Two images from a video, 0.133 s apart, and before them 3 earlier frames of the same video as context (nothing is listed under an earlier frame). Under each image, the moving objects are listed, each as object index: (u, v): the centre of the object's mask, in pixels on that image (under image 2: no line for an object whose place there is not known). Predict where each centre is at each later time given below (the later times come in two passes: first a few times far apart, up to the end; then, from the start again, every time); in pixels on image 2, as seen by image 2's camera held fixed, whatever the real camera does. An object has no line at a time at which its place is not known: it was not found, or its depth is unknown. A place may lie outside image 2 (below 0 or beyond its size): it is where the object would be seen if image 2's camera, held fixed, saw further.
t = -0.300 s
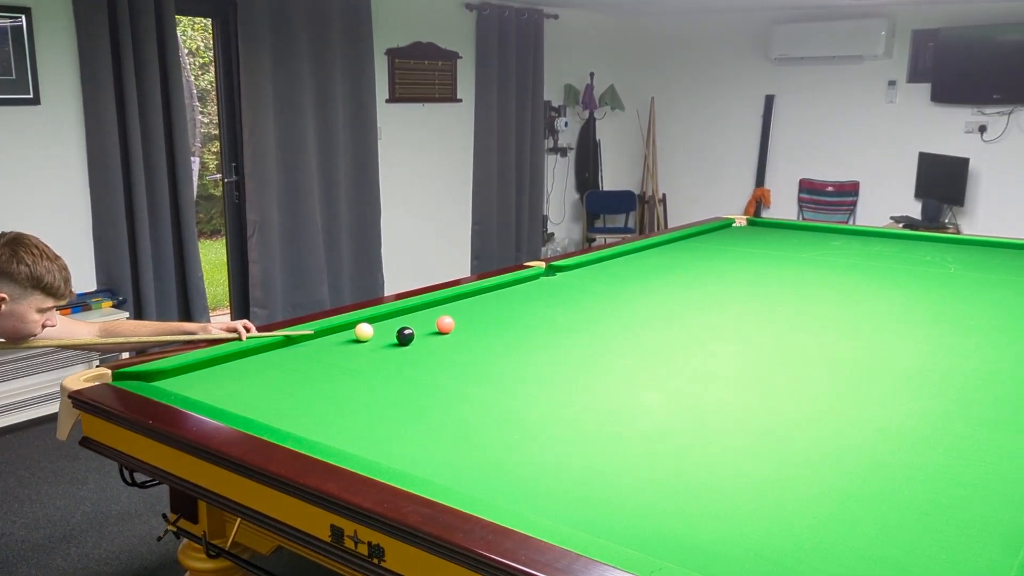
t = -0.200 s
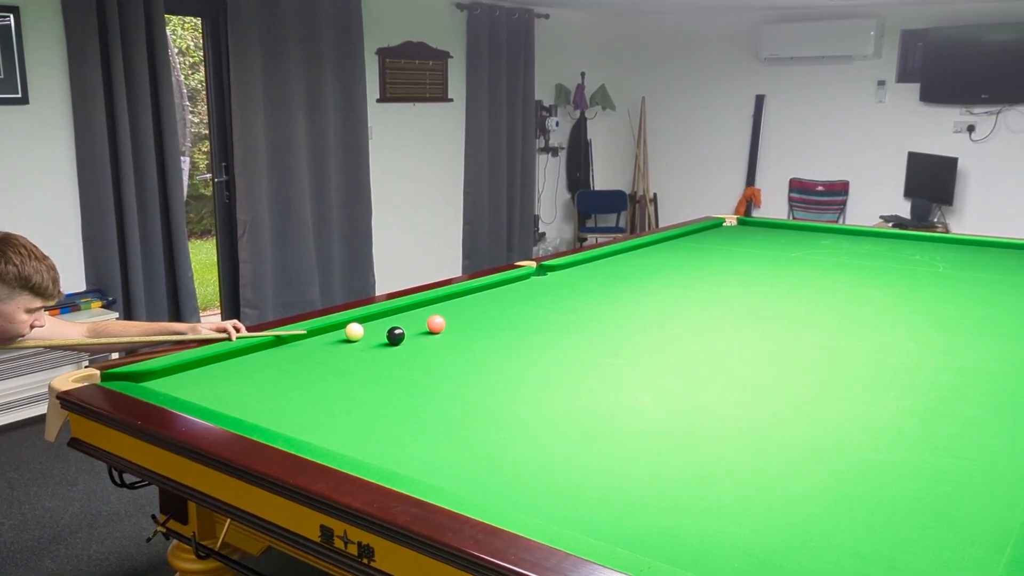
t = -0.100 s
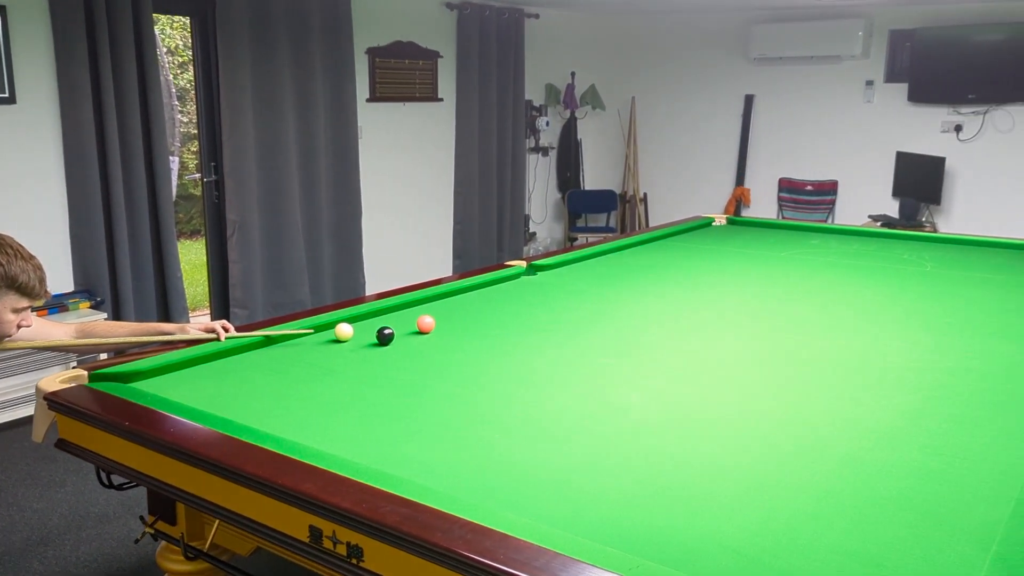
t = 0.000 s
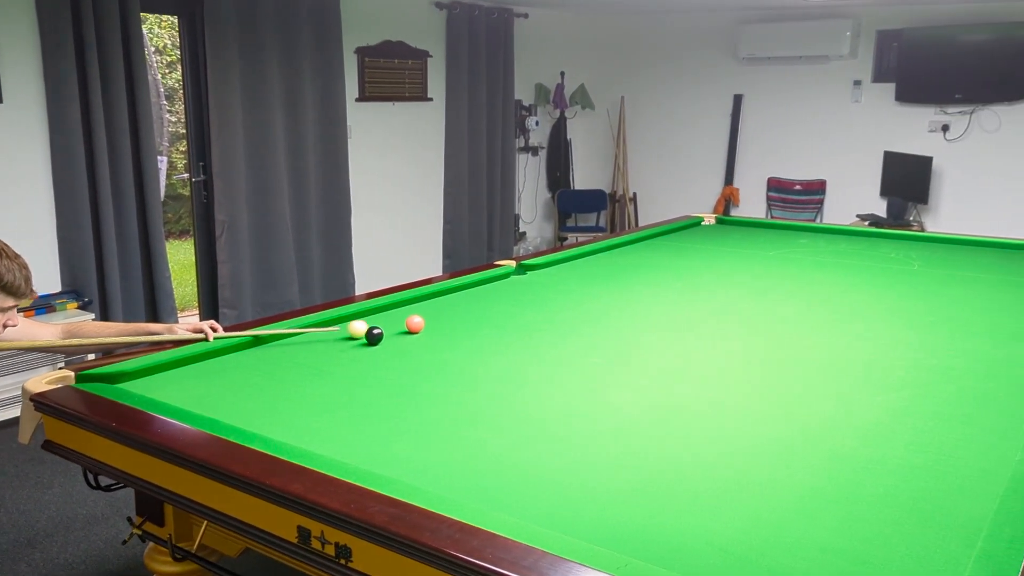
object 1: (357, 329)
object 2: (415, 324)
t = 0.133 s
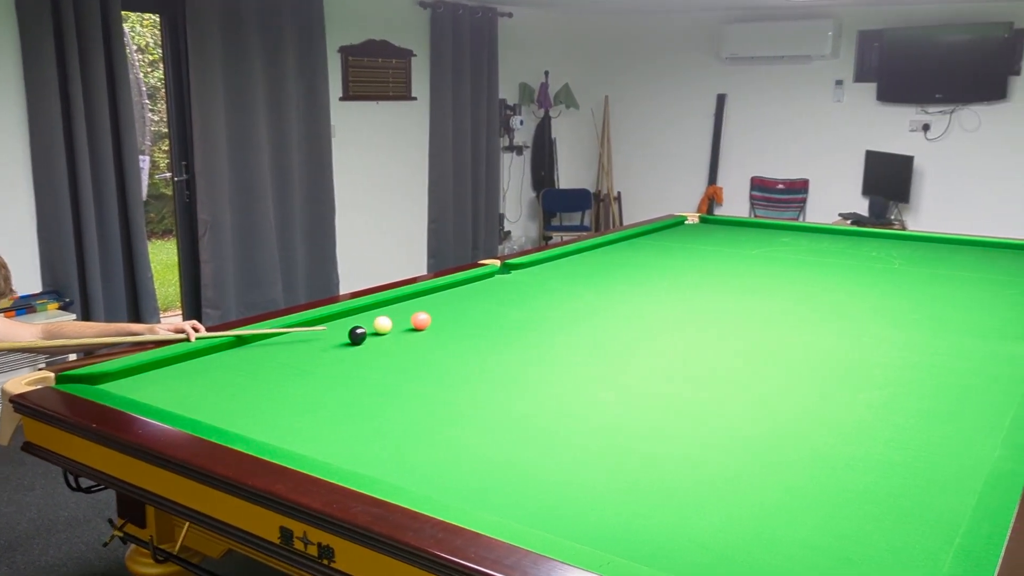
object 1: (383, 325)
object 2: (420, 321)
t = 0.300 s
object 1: (396, 324)
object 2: (480, 314)
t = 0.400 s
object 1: (408, 322)
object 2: (508, 312)
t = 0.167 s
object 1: (384, 325)
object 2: (434, 319)
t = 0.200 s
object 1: (386, 325)
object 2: (446, 318)
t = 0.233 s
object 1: (389, 324)
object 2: (458, 317)
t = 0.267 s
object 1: (392, 324)
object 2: (470, 316)
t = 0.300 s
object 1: (396, 324)
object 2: (480, 314)
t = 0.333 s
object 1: (400, 323)
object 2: (490, 313)
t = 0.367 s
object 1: (404, 323)
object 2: (499, 313)
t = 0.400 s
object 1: (408, 322)
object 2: (508, 312)
